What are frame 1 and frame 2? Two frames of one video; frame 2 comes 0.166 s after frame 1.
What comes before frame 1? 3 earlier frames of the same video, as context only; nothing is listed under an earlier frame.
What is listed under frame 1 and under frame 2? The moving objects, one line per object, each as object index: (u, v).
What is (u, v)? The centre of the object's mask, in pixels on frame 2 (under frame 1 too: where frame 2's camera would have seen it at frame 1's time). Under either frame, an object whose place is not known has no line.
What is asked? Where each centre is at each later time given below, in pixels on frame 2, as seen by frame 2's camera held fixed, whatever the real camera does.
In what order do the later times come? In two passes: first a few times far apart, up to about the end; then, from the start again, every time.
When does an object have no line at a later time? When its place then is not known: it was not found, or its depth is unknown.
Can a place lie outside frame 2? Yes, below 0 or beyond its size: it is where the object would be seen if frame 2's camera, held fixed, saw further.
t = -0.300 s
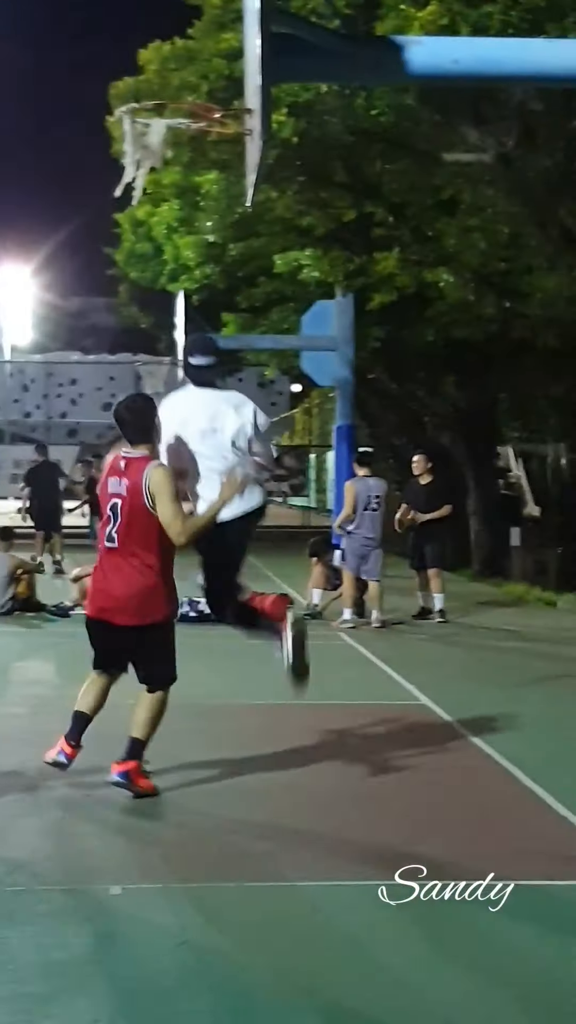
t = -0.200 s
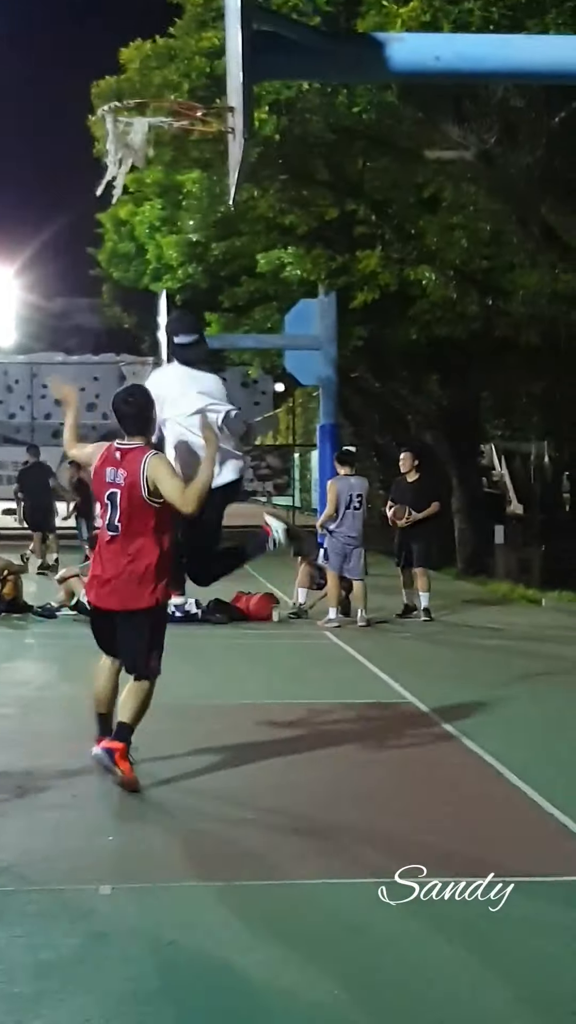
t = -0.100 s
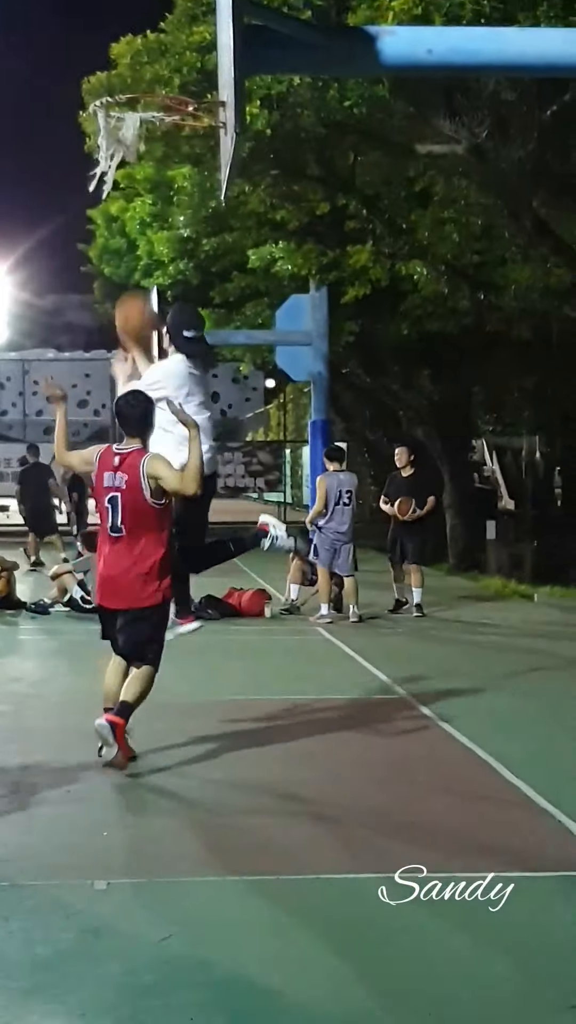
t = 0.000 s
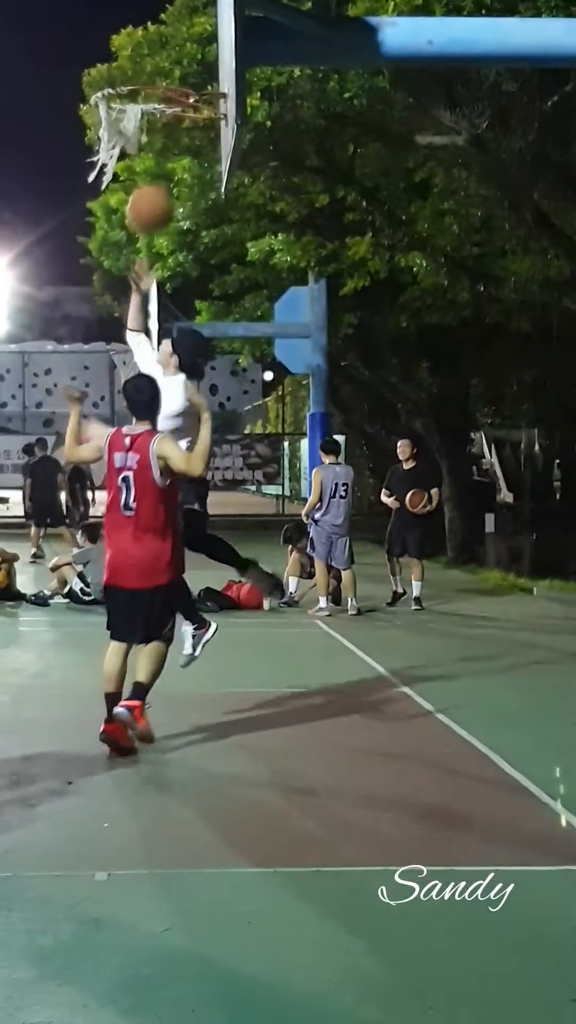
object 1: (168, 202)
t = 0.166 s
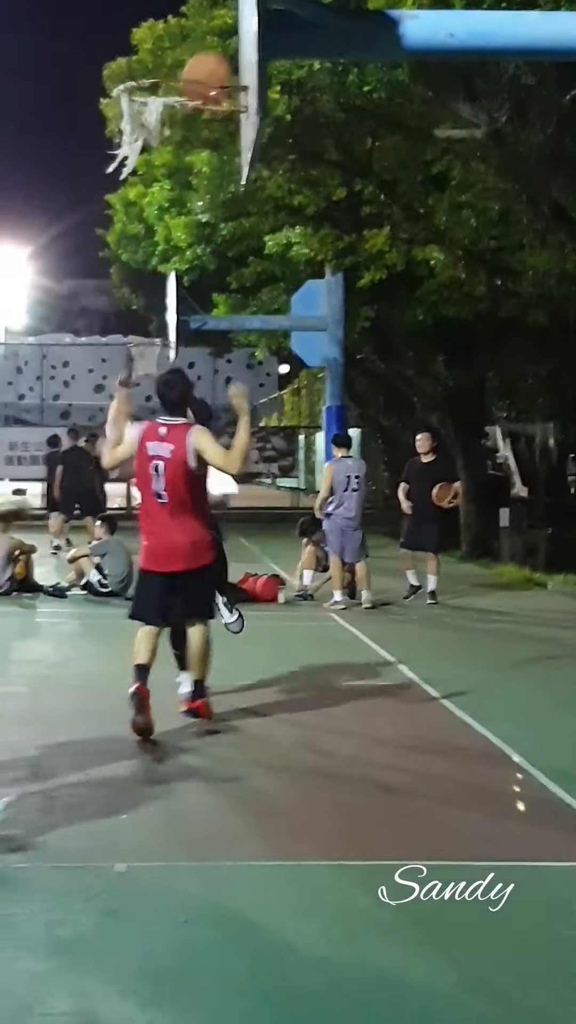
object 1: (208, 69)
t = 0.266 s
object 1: (209, 40)
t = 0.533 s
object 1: (157, 59)
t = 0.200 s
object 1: (214, 59)
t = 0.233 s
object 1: (215, 49)
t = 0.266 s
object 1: (209, 40)
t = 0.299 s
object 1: (202, 36)
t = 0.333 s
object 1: (195, 32)
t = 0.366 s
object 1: (189, 33)
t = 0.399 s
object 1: (184, 33)
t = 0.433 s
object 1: (177, 36)
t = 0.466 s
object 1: (171, 42)
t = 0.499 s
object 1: (164, 50)
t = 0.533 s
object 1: (157, 59)
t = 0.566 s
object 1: (151, 71)
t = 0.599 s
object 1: (145, 81)
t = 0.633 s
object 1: (133, 99)
